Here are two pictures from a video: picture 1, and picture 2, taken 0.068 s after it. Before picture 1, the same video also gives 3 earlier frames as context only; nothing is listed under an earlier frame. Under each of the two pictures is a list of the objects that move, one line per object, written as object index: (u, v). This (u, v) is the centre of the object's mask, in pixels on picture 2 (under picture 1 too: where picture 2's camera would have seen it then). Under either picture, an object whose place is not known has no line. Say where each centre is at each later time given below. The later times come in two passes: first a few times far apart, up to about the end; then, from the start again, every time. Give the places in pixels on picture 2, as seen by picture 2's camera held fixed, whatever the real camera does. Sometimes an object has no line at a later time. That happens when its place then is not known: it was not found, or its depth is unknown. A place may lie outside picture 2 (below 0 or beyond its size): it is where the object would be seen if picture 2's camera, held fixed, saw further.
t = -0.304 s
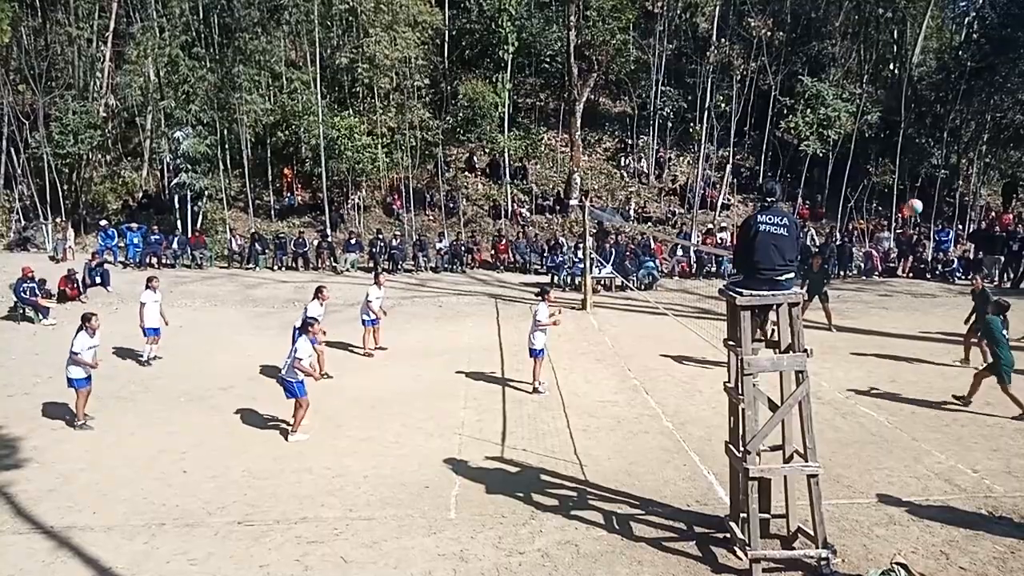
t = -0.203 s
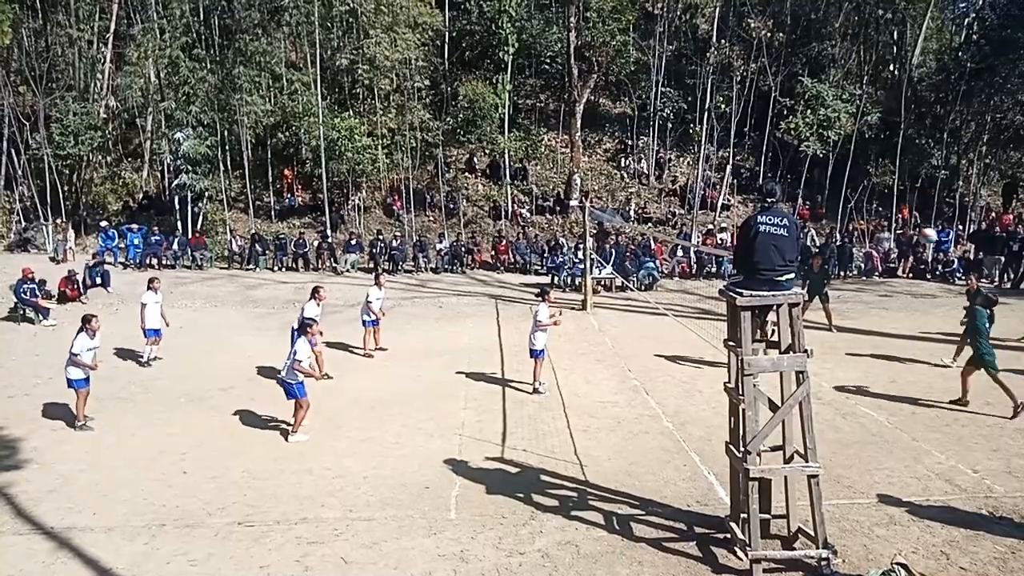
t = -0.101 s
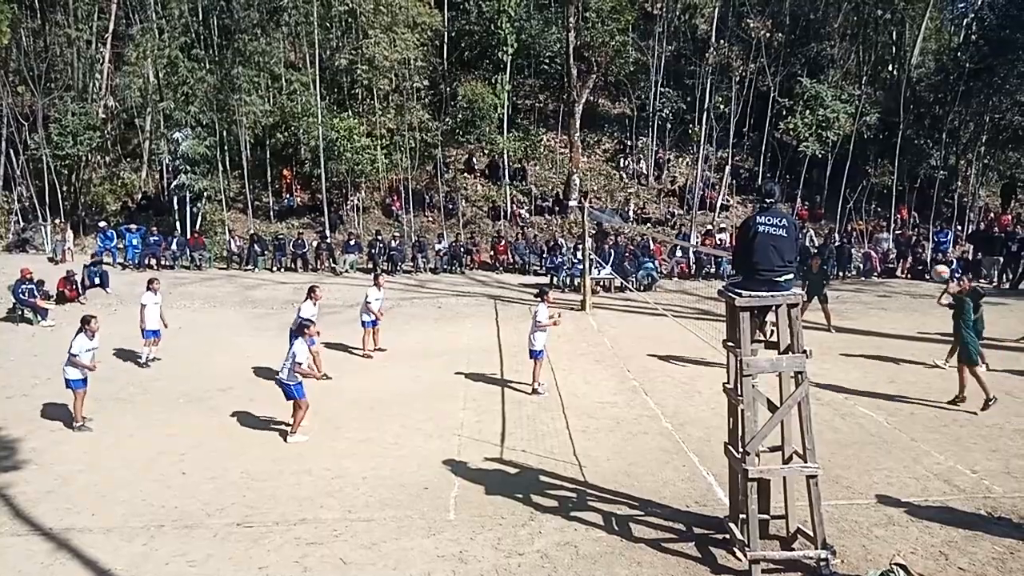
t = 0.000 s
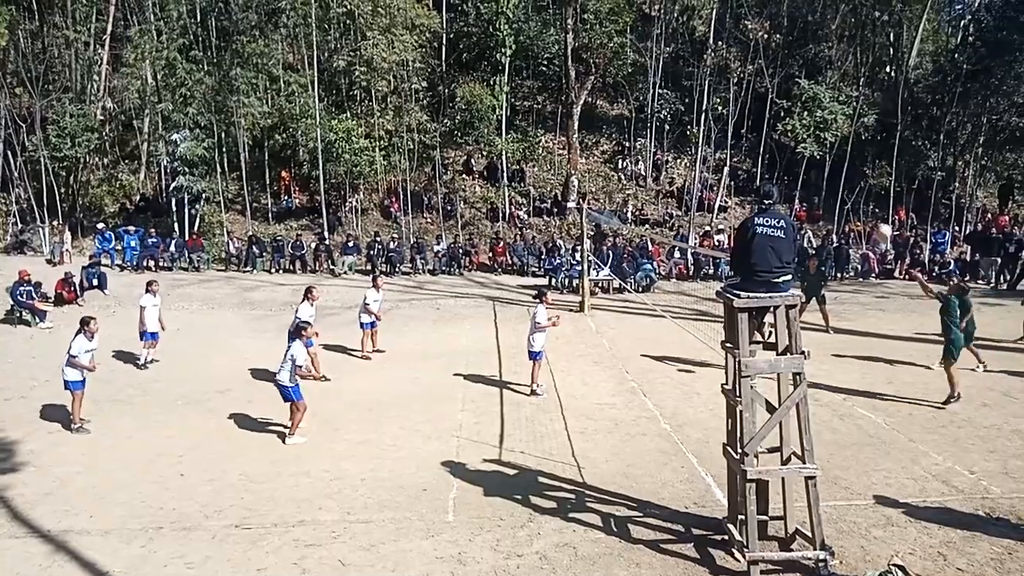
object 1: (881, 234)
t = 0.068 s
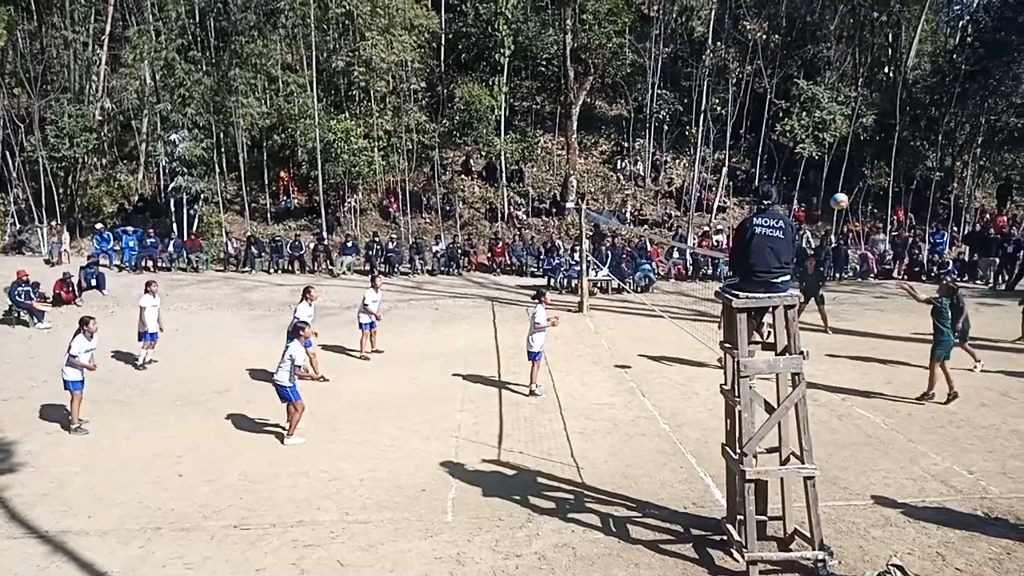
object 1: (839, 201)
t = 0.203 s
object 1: (757, 149)
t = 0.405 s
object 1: (639, 98)
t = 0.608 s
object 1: (528, 78)
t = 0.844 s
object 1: (406, 91)
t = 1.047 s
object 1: (310, 133)
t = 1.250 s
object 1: (222, 202)
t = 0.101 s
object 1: (818, 187)
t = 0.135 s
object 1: (798, 173)
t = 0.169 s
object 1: (778, 161)
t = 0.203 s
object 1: (757, 149)
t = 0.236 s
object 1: (737, 139)
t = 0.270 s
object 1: (718, 129)
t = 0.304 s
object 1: (699, 120)
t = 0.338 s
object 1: (678, 112)
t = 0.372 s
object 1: (660, 105)
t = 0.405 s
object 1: (639, 98)
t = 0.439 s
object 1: (621, 93)
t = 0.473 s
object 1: (602, 87)
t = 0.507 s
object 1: (584, 84)
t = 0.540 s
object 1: (565, 82)
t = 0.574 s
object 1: (545, 80)
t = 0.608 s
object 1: (528, 78)
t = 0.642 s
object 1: (509, 78)
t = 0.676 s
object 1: (492, 78)
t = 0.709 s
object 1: (475, 78)
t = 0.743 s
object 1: (457, 81)
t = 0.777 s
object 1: (440, 84)
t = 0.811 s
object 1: (422, 86)
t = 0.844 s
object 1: (406, 91)
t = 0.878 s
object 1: (389, 97)
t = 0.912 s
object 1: (374, 102)
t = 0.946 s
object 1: (356, 109)
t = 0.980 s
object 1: (341, 115)
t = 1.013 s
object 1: (325, 123)
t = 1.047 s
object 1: (310, 133)
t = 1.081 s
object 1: (294, 143)
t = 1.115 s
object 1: (279, 154)
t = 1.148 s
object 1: (264, 165)
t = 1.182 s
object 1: (250, 176)
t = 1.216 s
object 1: (236, 189)
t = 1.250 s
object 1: (222, 202)
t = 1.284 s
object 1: (208, 215)
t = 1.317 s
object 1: (194, 231)
